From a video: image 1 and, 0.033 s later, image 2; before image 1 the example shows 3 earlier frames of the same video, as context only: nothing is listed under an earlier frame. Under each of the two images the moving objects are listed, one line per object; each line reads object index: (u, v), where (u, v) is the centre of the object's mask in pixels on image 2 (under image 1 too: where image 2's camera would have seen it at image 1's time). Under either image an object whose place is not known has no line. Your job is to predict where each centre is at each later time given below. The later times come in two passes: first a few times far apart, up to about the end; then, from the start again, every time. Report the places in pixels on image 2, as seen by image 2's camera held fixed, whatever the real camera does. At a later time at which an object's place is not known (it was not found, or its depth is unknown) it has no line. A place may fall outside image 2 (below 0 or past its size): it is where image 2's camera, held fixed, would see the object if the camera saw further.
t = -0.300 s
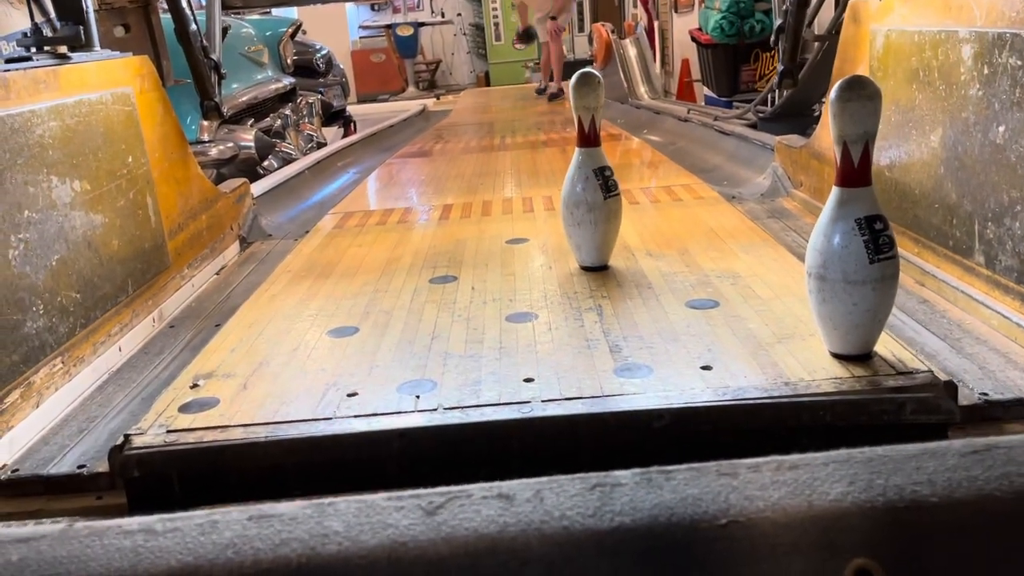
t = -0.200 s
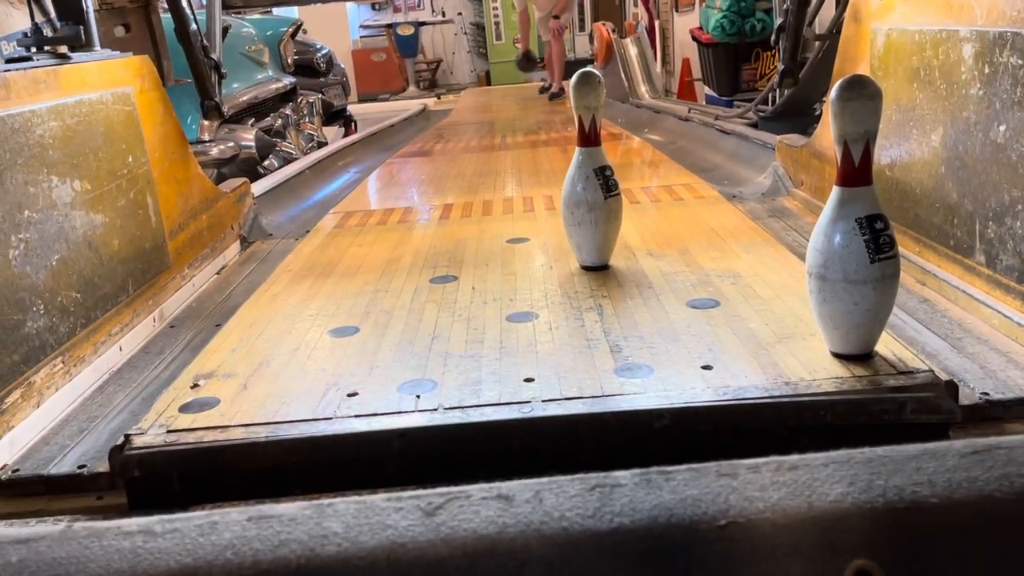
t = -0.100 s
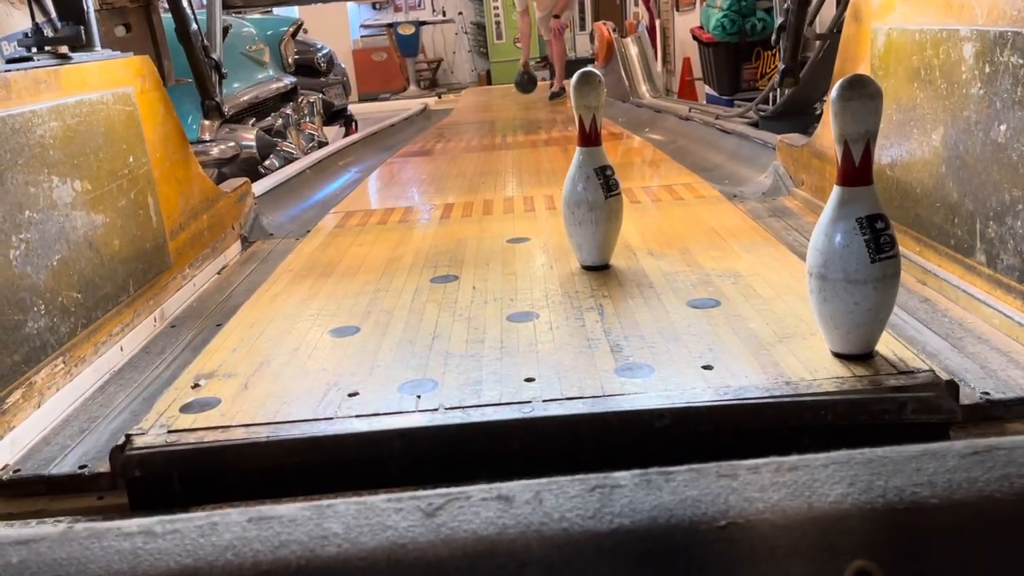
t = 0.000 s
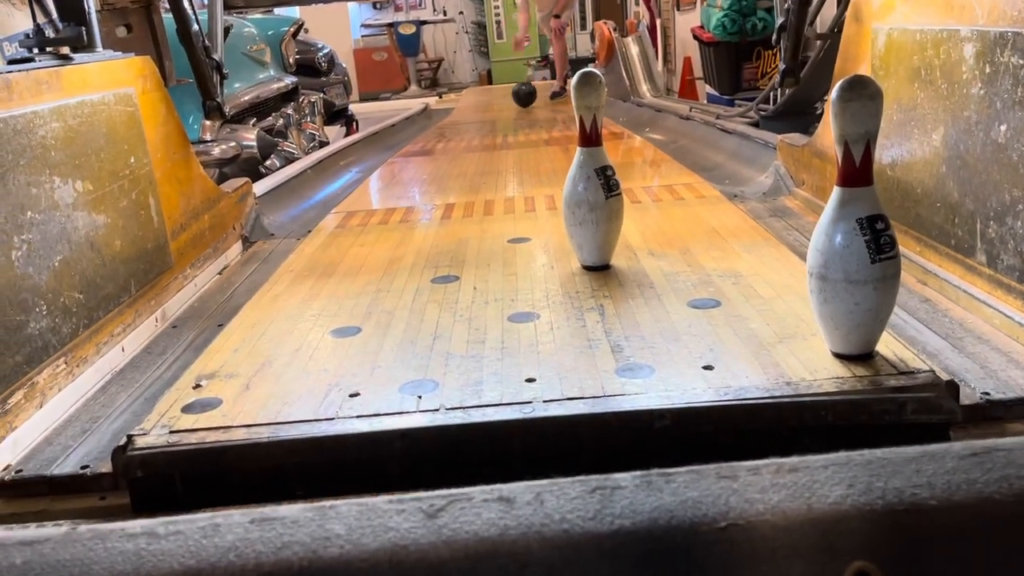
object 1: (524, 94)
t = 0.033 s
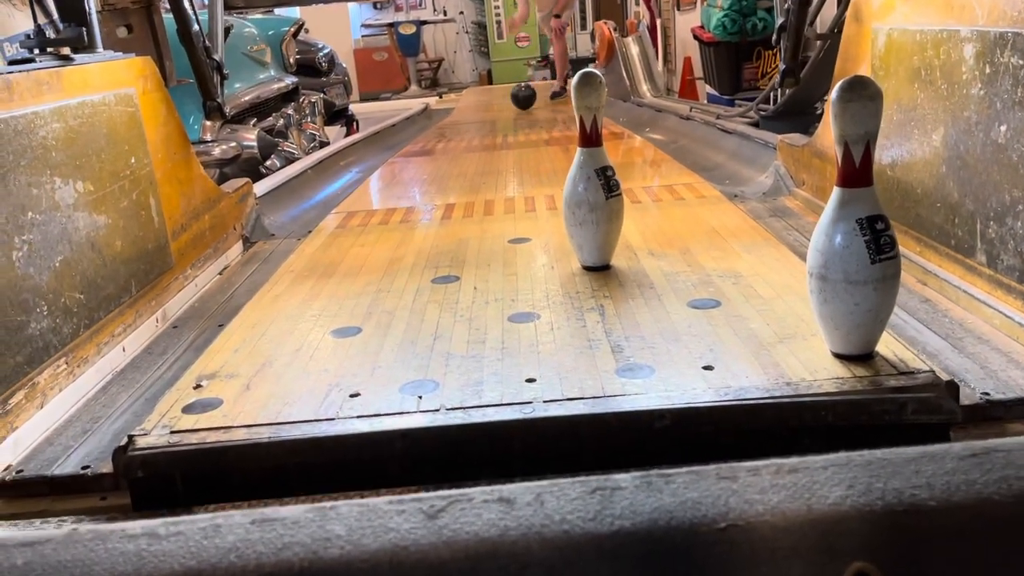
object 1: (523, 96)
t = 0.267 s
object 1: (512, 102)
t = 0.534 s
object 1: (493, 112)
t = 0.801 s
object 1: (460, 135)
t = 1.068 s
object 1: (400, 179)
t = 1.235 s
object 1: (327, 244)
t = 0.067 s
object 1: (522, 96)
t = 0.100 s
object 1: (521, 97)
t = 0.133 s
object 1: (518, 98)
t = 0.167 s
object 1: (517, 99)
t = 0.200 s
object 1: (515, 100)
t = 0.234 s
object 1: (514, 101)
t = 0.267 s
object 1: (512, 102)
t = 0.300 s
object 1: (510, 103)
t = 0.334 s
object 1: (508, 104)
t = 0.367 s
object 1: (506, 105)
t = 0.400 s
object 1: (504, 107)
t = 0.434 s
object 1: (501, 108)
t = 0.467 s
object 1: (499, 109)
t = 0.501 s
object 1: (496, 111)
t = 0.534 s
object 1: (493, 112)
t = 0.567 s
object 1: (490, 115)
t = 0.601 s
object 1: (486, 117)
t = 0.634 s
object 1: (483, 119)
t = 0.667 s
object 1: (479, 122)
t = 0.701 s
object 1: (475, 125)
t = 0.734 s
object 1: (470, 127)
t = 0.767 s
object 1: (465, 131)
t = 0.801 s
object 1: (460, 135)
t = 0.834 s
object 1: (455, 138)
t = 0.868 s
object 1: (448, 143)
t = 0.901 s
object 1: (442, 147)
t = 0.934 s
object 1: (435, 152)
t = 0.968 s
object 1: (428, 158)
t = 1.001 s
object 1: (419, 162)
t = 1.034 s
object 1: (410, 171)
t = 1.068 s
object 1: (400, 179)
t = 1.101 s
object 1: (389, 189)
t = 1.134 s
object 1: (377, 200)
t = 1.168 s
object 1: (362, 211)
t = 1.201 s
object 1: (345, 227)
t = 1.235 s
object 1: (327, 244)
